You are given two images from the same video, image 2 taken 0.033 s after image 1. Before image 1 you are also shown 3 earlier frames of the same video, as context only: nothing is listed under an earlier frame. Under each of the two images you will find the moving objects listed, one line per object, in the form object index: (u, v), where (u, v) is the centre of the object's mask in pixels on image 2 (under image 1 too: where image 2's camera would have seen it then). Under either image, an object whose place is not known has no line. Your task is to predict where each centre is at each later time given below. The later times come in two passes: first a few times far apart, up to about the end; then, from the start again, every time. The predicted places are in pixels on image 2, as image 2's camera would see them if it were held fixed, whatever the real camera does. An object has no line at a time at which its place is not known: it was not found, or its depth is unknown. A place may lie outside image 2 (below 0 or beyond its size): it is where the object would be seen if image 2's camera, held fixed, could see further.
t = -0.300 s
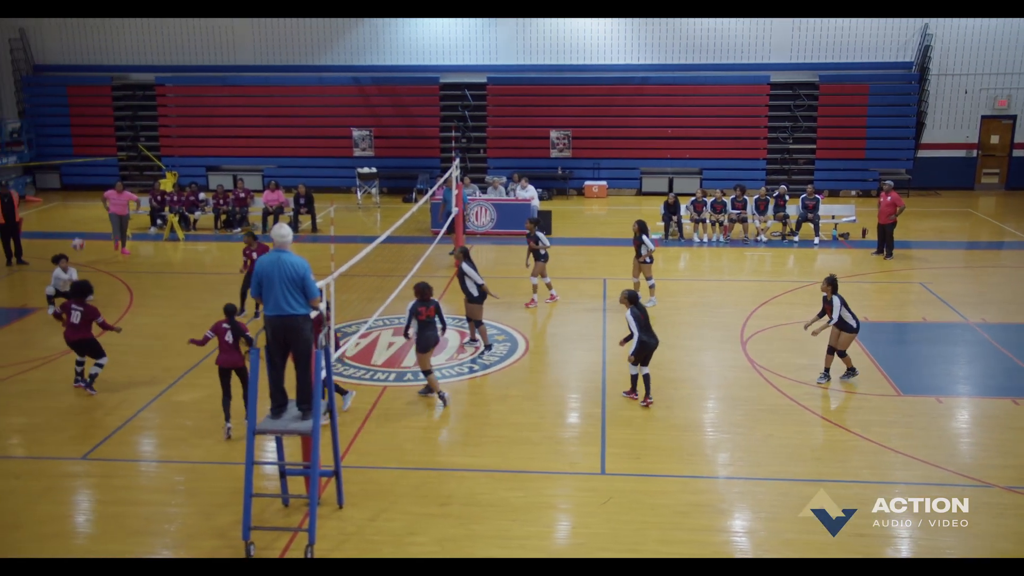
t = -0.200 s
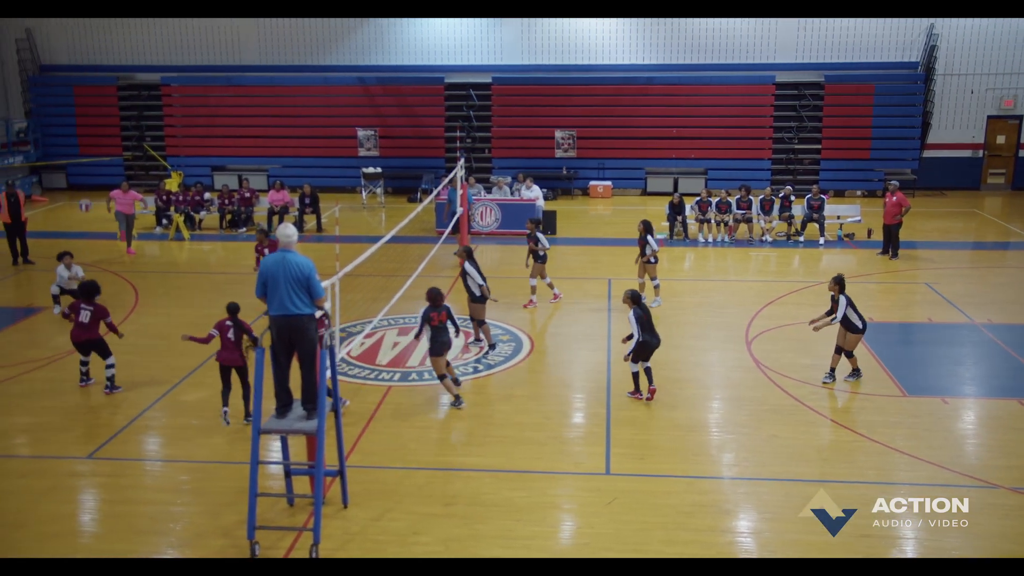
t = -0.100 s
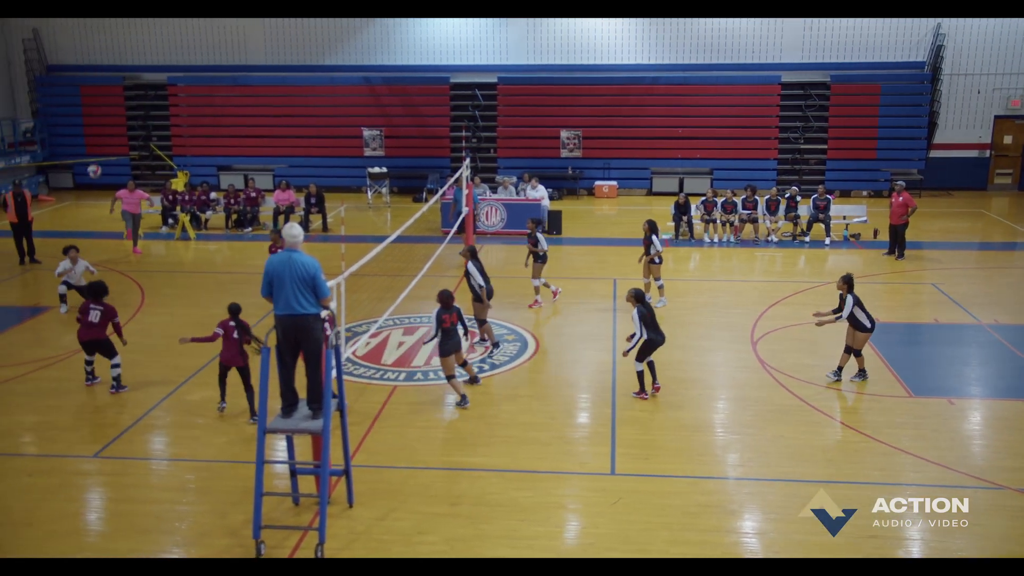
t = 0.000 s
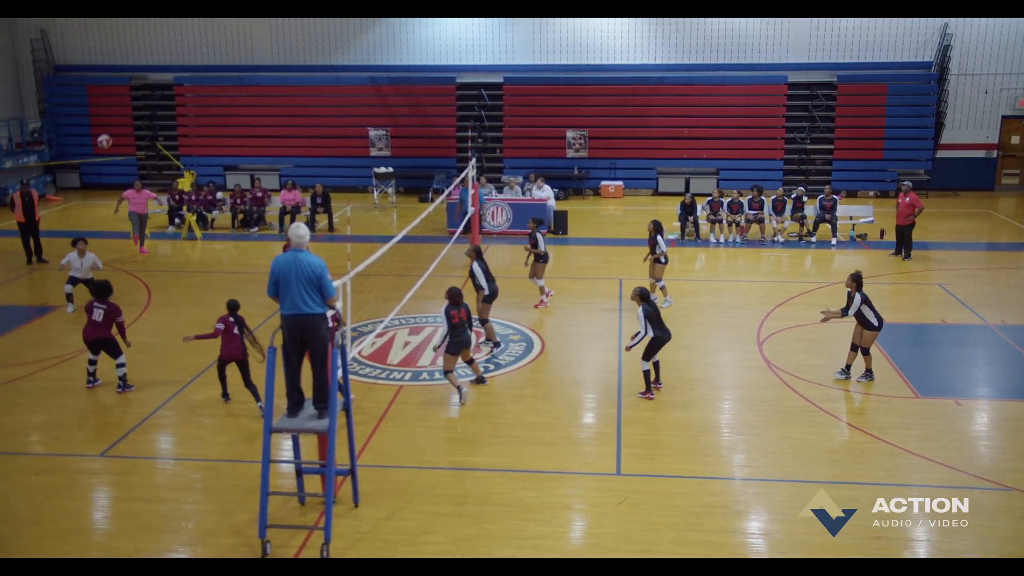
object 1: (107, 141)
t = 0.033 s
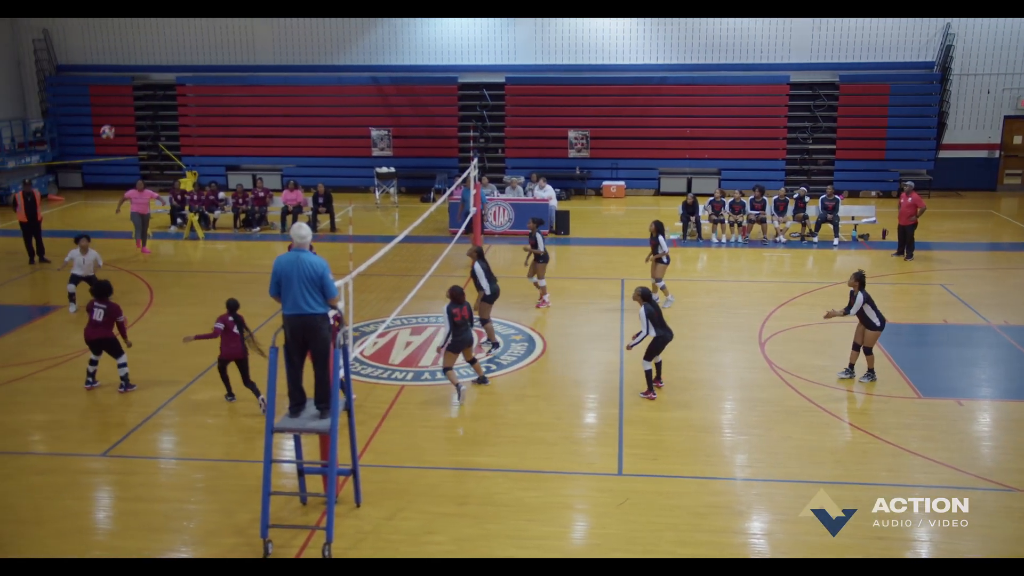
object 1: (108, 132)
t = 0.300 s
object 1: (120, 83)
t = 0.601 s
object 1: (141, 79)
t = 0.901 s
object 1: (171, 137)
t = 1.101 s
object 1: (196, 214)
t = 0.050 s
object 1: (108, 128)
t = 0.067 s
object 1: (109, 124)
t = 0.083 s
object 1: (110, 120)
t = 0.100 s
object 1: (110, 116)
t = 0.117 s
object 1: (111, 113)
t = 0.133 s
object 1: (112, 109)
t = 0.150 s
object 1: (113, 106)
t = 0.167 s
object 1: (114, 102)
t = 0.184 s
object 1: (114, 99)
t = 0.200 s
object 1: (115, 97)
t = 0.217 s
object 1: (116, 94)
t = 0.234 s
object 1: (116, 91)
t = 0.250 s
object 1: (117, 89)
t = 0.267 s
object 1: (118, 87)
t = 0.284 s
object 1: (119, 85)
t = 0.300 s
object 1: (120, 83)
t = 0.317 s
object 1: (121, 80)
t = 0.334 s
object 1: (122, 79)
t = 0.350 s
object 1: (123, 78)
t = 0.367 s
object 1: (125, 77)
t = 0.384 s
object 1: (125, 76)
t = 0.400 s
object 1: (127, 75)
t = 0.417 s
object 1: (128, 74)
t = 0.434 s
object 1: (129, 73)
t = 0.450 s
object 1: (130, 73)
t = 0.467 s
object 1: (131, 73)
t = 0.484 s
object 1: (132, 73)
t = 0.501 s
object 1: (133, 73)
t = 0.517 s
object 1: (134, 74)
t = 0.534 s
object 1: (135, 75)
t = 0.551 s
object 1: (137, 75)
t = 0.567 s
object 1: (139, 77)
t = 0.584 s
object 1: (140, 78)
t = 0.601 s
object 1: (141, 79)
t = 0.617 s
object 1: (142, 80)
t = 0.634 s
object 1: (143, 82)
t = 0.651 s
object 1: (145, 85)
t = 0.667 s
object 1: (147, 87)
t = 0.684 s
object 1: (148, 89)
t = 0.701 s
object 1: (150, 91)
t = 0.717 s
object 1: (152, 94)
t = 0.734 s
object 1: (153, 97)
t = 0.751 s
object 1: (155, 101)
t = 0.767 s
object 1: (157, 104)
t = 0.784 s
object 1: (158, 107)
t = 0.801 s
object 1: (160, 111)
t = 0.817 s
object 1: (162, 115)
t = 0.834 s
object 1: (163, 119)
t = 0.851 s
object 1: (165, 124)
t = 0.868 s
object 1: (167, 128)
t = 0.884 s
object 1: (169, 133)
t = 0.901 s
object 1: (171, 137)
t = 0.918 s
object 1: (173, 143)
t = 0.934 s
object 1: (175, 148)
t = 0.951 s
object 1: (177, 154)
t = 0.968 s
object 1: (179, 160)
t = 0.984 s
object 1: (181, 166)
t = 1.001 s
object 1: (183, 172)
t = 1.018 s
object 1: (185, 178)
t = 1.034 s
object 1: (187, 185)
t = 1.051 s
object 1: (190, 191)
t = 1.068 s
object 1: (192, 199)
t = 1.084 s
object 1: (194, 207)
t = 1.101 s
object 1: (196, 214)
